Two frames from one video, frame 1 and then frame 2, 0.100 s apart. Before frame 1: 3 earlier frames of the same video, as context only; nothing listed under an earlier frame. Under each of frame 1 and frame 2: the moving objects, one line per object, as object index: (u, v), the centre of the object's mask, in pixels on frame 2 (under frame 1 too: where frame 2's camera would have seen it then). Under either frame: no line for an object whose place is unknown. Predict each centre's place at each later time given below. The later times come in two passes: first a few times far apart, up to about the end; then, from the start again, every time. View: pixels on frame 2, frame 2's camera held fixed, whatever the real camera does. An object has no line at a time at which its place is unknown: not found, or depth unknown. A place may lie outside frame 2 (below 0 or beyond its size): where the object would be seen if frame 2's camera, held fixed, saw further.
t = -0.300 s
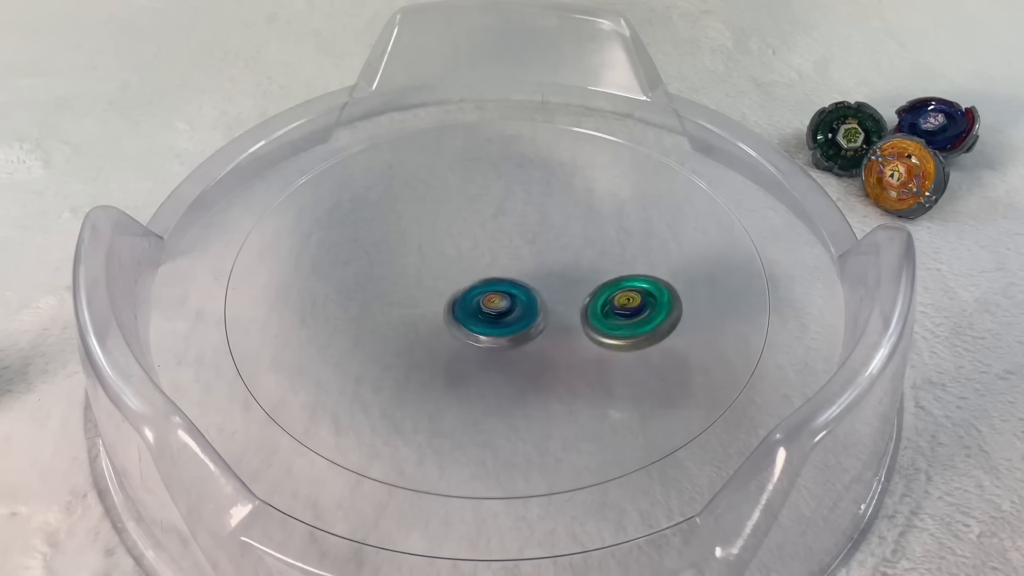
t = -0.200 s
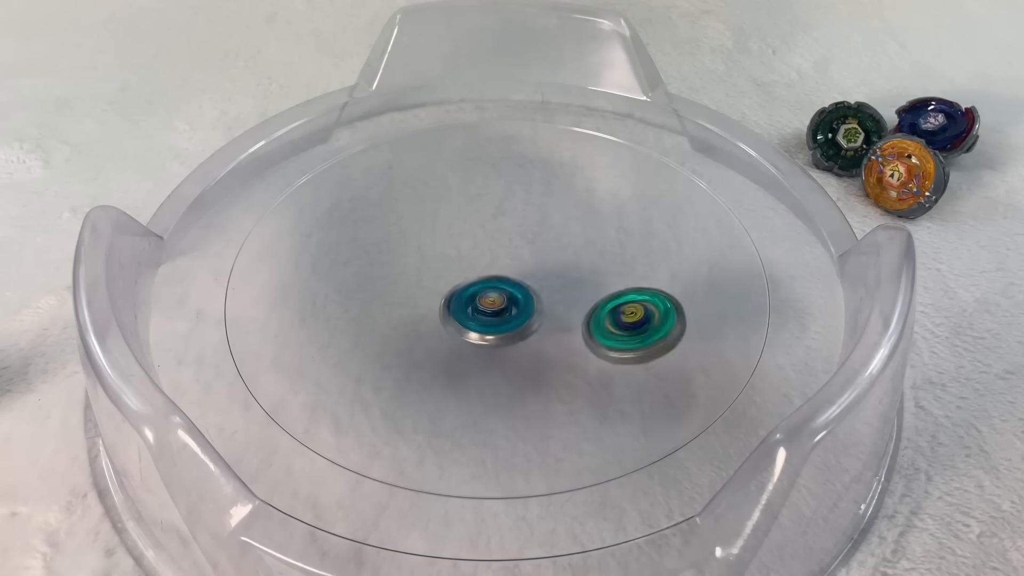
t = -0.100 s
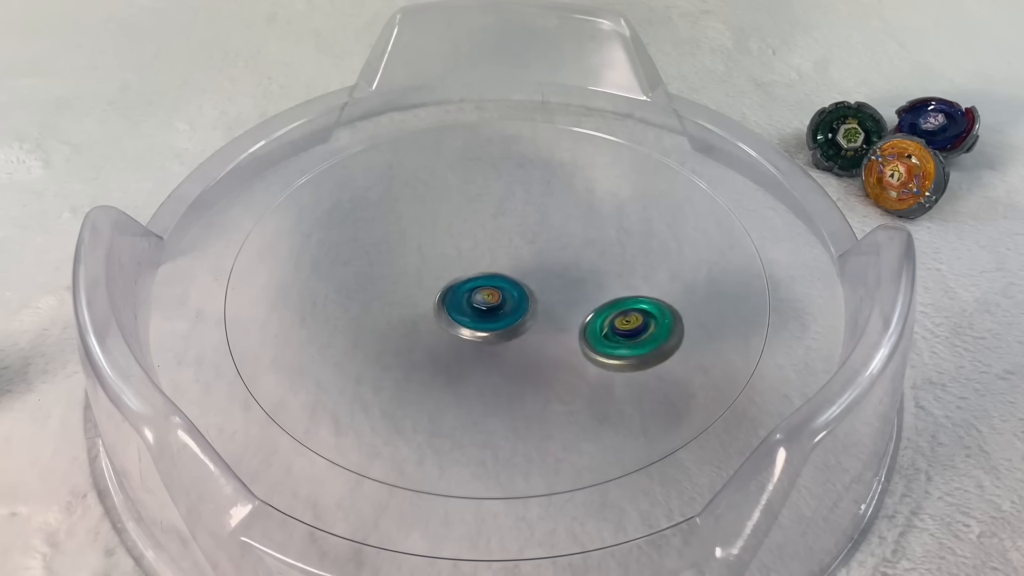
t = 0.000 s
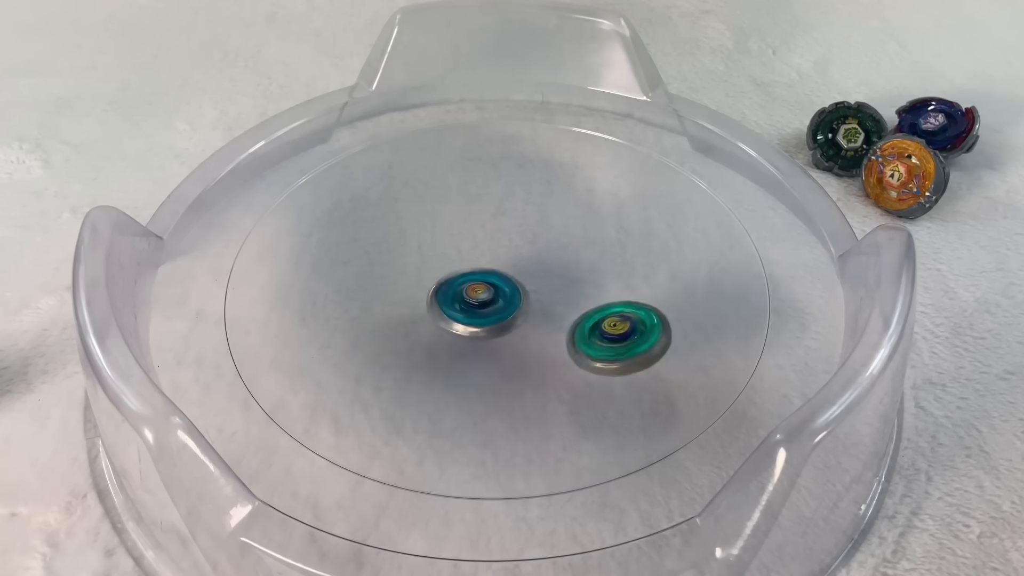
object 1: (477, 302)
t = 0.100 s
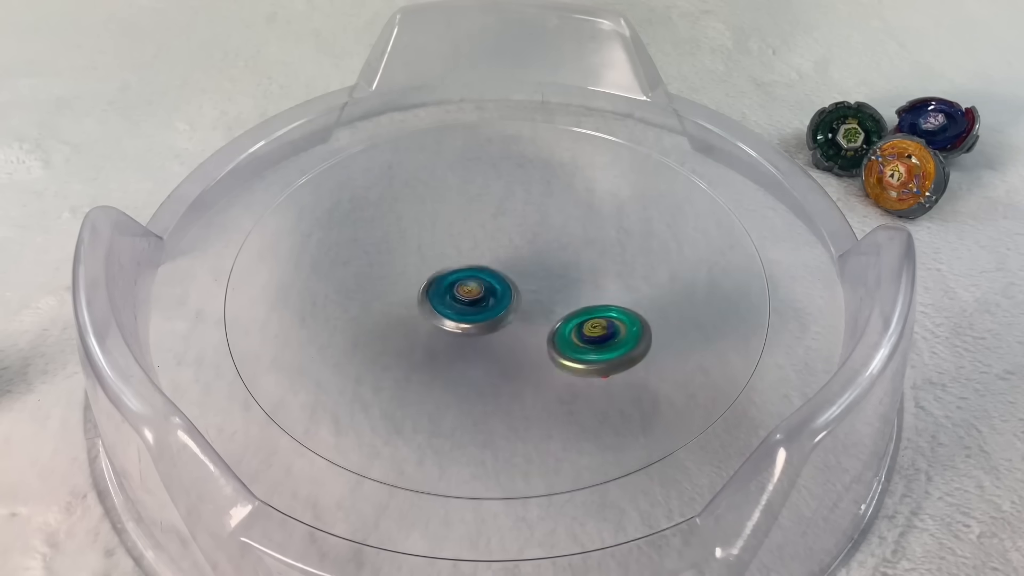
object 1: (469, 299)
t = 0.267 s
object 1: (458, 294)
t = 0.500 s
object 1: (447, 290)
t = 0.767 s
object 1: (454, 282)
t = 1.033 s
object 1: (465, 266)
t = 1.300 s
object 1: (466, 253)
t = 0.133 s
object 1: (467, 299)
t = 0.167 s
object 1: (465, 297)
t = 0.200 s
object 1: (462, 297)
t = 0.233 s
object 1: (461, 296)
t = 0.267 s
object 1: (458, 294)
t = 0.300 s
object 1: (456, 293)
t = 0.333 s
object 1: (454, 292)
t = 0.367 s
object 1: (451, 291)
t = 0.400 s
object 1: (450, 291)
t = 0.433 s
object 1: (449, 291)
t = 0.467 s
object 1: (446, 290)
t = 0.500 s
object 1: (447, 290)
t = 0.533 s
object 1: (447, 289)
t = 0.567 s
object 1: (447, 289)
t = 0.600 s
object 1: (448, 288)
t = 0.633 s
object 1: (448, 287)
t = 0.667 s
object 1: (450, 287)
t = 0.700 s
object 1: (450, 285)
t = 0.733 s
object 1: (453, 284)
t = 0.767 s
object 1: (454, 282)
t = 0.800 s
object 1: (456, 281)
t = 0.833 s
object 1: (457, 279)
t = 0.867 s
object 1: (458, 277)
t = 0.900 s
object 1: (461, 275)
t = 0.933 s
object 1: (462, 273)
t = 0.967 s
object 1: (464, 270)
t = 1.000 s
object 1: (464, 268)
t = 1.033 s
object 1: (465, 266)
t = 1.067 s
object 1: (464, 263)
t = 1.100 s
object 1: (465, 262)
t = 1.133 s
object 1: (464, 259)
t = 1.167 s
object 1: (465, 258)
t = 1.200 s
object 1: (464, 256)
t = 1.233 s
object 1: (466, 255)
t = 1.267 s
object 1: (464, 254)
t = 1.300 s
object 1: (466, 253)
